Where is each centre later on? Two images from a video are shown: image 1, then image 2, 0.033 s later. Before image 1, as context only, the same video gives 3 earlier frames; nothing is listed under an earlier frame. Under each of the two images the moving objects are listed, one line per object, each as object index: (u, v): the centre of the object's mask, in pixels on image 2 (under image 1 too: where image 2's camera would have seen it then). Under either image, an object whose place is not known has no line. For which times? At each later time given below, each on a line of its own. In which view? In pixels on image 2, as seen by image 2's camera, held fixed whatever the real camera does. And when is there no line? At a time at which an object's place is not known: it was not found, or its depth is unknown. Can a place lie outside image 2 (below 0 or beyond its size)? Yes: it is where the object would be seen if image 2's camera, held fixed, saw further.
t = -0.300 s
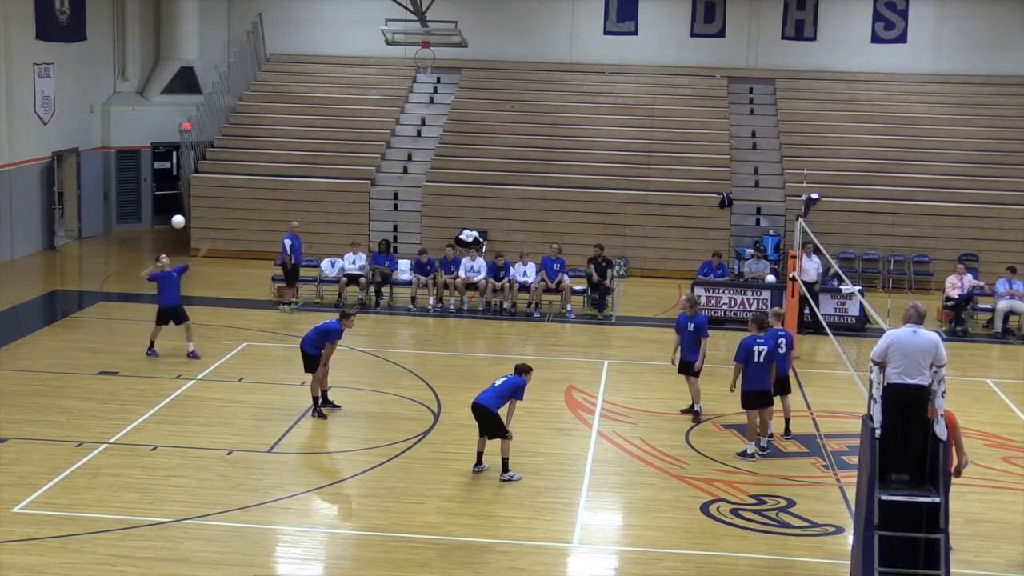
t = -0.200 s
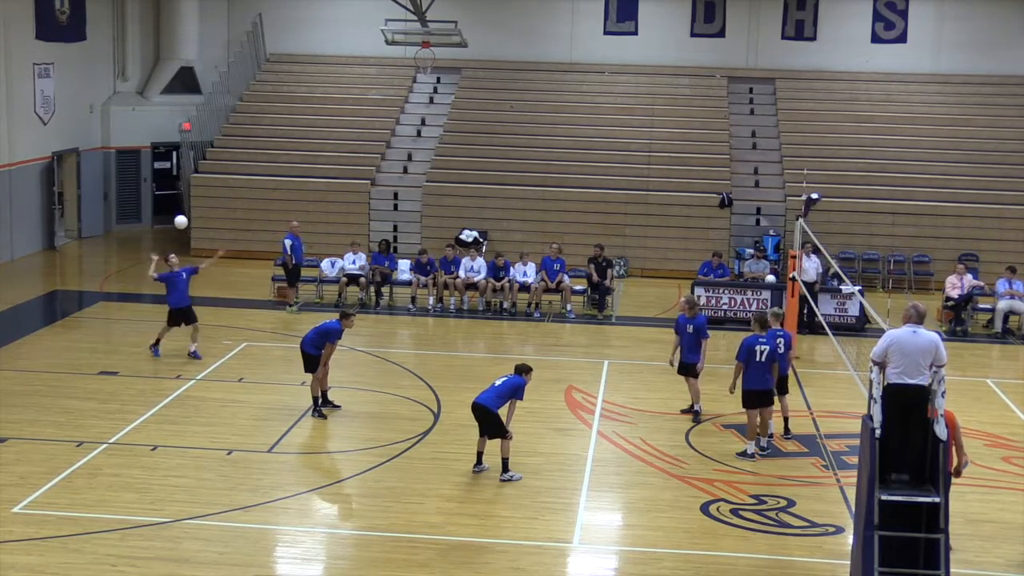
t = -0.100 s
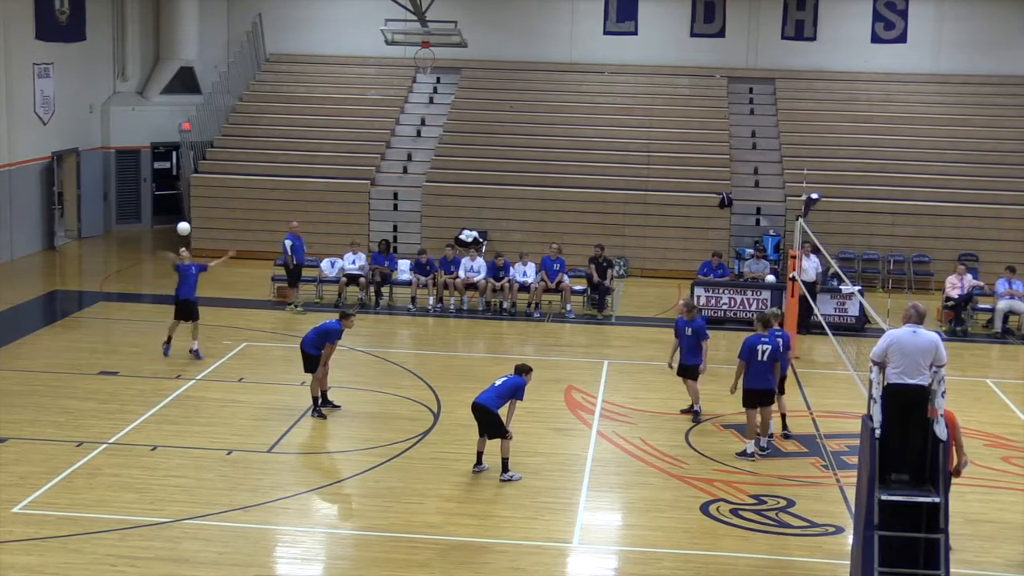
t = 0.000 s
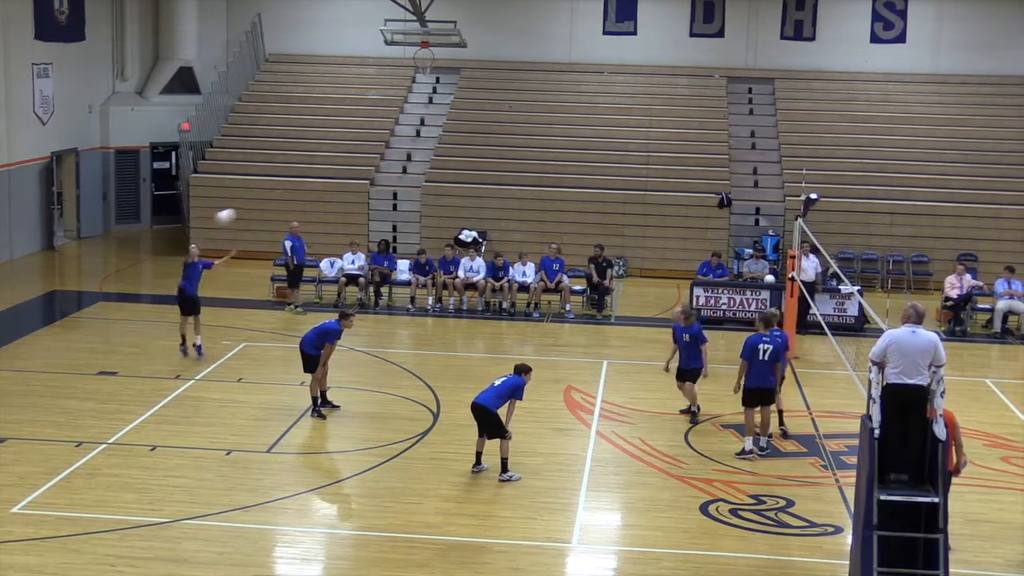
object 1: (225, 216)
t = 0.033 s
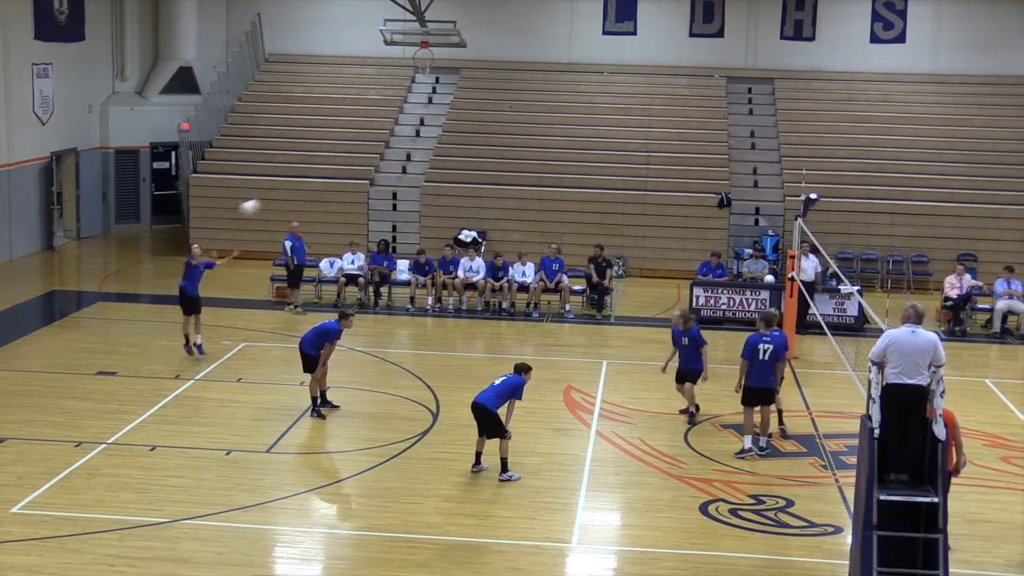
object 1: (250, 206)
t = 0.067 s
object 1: (274, 198)
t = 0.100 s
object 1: (300, 191)
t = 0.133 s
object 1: (325, 184)
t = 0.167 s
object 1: (349, 176)
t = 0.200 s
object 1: (373, 171)
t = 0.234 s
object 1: (398, 166)
